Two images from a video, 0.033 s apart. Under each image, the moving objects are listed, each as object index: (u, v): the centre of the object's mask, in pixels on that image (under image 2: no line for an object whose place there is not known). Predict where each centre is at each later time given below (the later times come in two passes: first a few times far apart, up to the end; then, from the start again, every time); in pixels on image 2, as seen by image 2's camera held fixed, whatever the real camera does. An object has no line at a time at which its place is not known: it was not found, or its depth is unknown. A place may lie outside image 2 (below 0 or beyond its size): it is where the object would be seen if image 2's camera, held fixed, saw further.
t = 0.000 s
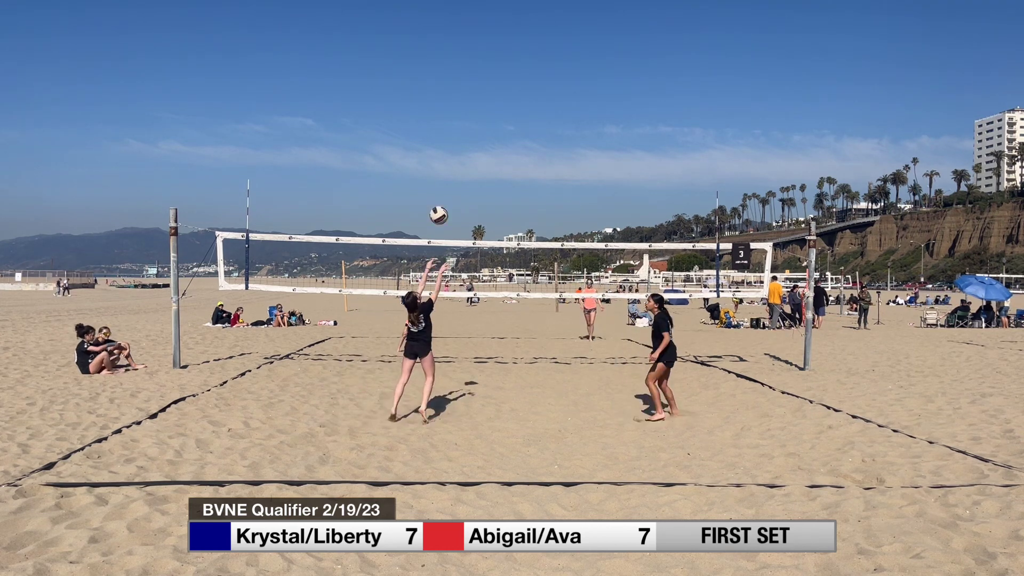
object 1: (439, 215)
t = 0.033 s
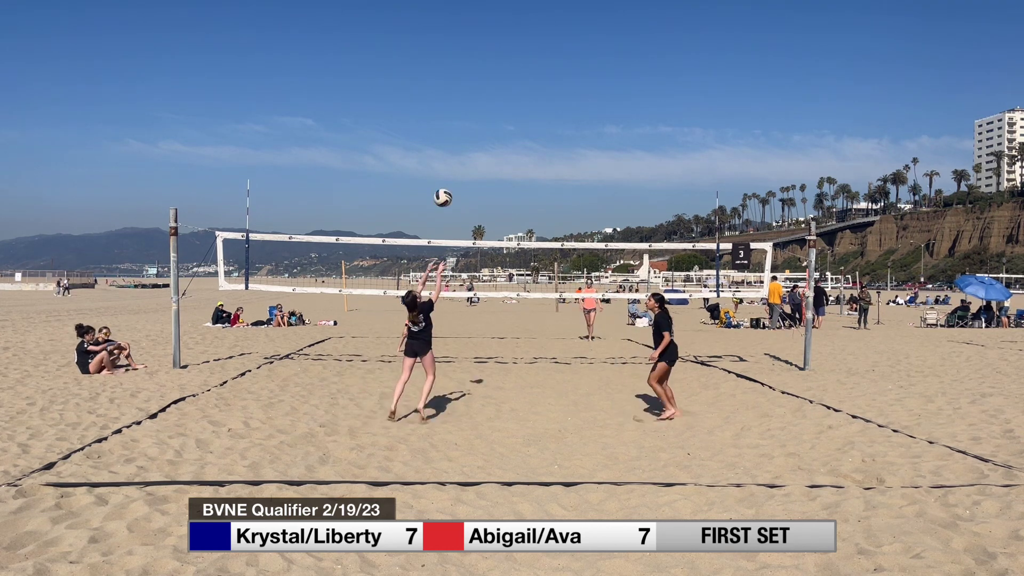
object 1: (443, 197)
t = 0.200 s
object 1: (462, 125)
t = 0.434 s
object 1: (489, 63)
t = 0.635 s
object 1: (513, 47)
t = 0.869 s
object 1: (542, 72)
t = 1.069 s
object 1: (566, 129)
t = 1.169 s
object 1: (579, 169)
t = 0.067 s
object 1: (447, 181)
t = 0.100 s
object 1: (450, 166)
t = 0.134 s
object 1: (454, 151)
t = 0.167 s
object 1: (458, 138)
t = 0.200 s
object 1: (462, 125)
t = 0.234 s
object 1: (465, 113)
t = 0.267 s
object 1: (469, 102)
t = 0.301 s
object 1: (473, 92)
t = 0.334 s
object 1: (477, 84)
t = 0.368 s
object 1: (481, 76)
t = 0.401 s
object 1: (485, 69)
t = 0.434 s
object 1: (489, 63)
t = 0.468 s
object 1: (493, 58)
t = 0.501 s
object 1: (497, 54)
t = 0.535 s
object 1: (501, 51)
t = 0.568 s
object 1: (505, 49)
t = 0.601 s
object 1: (509, 47)
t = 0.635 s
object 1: (513, 47)
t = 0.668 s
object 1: (518, 48)
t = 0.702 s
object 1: (522, 49)
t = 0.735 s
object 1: (526, 52)
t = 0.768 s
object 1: (530, 55)
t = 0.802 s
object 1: (534, 60)
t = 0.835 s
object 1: (538, 65)
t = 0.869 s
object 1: (542, 72)
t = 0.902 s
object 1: (546, 79)
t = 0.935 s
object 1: (550, 87)
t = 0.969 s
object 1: (554, 96)
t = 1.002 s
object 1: (558, 106)
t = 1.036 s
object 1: (562, 117)
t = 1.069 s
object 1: (566, 129)
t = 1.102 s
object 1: (570, 142)
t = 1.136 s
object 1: (574, 155)
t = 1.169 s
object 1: (579, 169)
